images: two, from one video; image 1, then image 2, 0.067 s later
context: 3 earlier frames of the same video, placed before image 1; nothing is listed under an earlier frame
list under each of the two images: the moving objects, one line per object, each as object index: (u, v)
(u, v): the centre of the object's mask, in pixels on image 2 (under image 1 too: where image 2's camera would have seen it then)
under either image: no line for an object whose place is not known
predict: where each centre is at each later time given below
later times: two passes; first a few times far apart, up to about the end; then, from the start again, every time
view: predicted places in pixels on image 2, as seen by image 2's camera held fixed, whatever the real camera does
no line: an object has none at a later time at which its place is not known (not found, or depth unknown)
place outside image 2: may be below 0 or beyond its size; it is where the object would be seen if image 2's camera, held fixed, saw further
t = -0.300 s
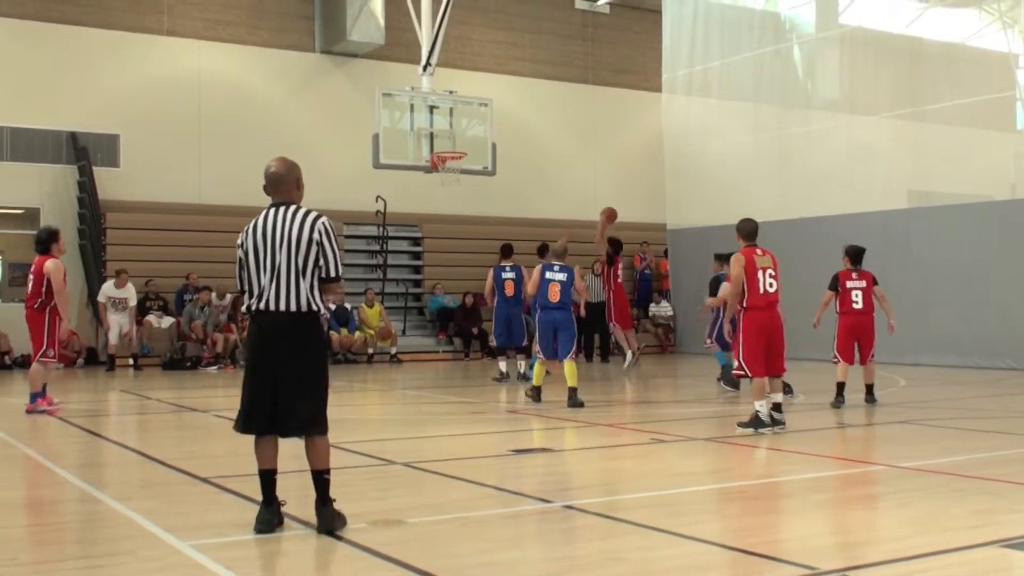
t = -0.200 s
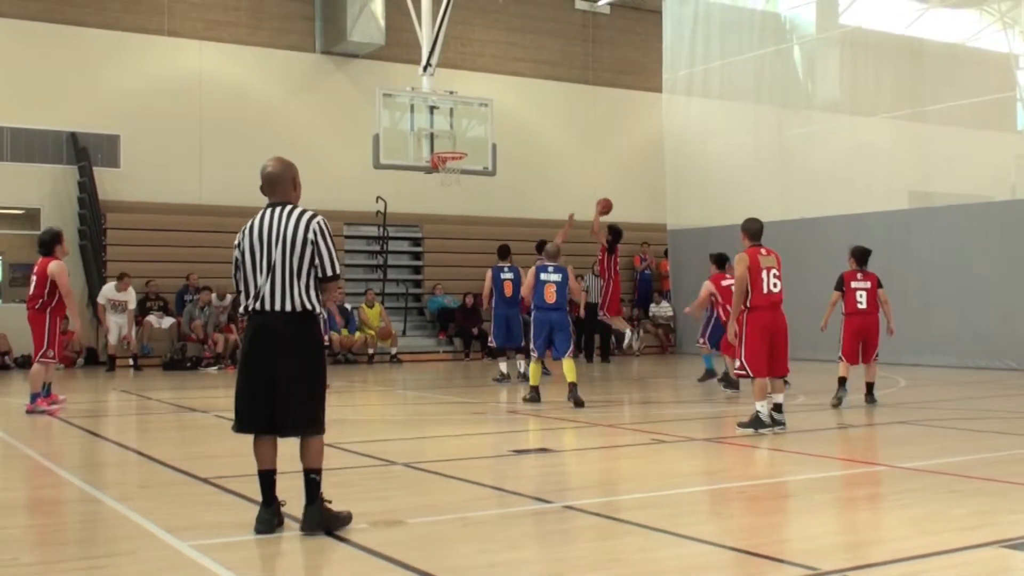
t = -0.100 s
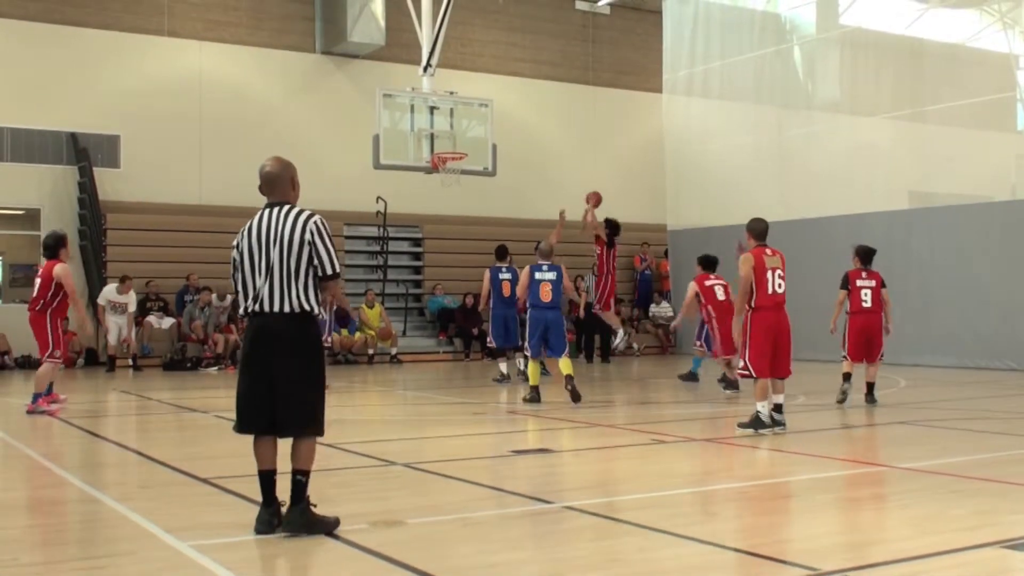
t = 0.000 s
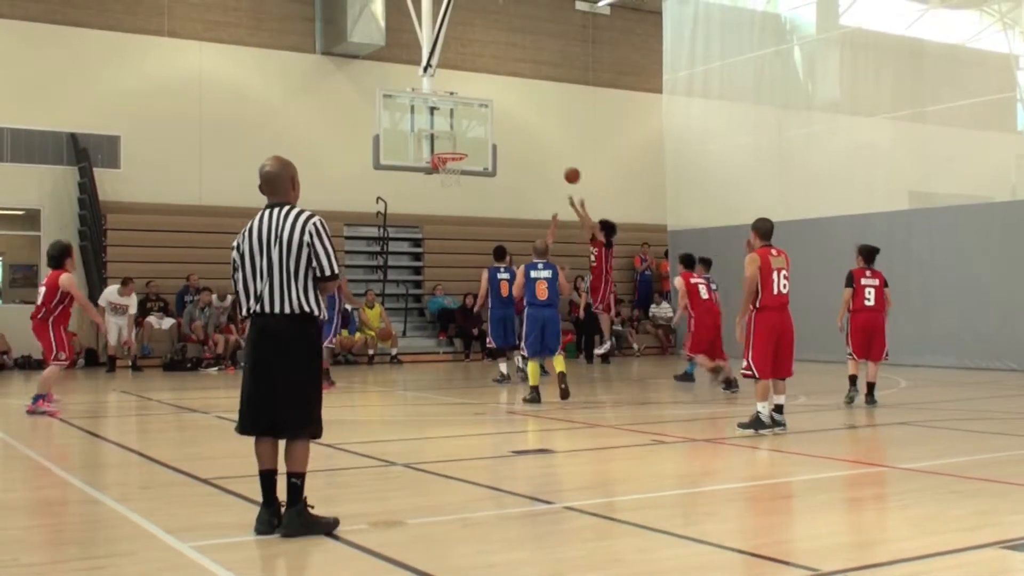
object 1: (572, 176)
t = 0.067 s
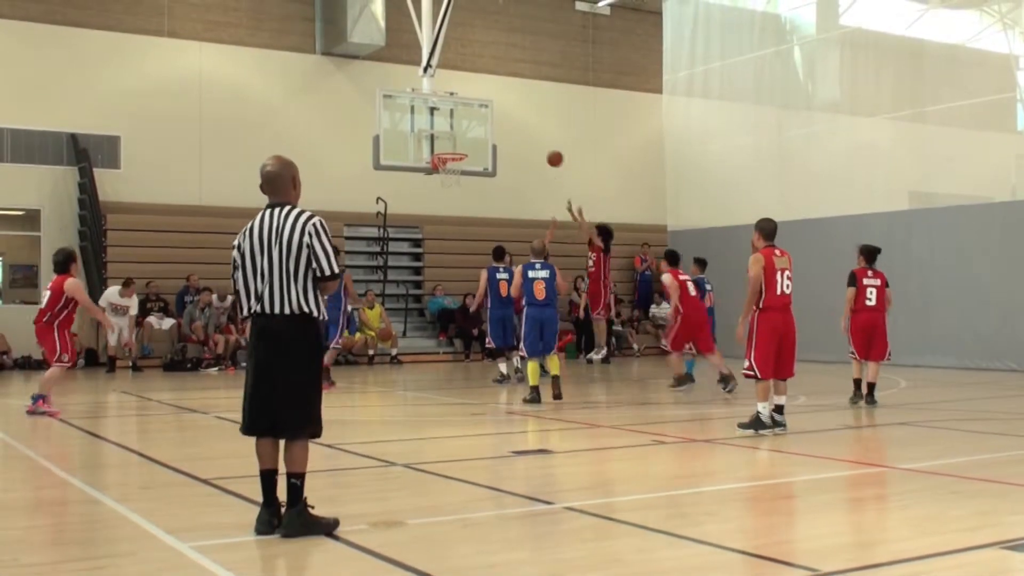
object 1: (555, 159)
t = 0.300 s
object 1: (495, 124)
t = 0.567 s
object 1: (468, 126)
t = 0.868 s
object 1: (459, 147)
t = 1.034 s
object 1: (460, 171)
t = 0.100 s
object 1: (546, 151)
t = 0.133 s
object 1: (537, 145)
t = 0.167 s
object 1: (529, 139)
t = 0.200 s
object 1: (520, 134)
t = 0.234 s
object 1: (512, 130)
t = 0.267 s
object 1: (503, 126)
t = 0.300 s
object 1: (495, 124)
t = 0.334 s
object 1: (486, 121)
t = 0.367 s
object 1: (480, 120)
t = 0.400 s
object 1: (478, 119)
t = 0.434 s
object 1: (476, 119)
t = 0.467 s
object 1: (474, 119)
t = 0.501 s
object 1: (472, 121)
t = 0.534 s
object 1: (469, 123)
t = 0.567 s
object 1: (468, 126)
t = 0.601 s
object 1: (466, 129)
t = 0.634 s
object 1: (463, 134)
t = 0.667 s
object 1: (461, 139)
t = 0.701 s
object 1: (459, 145)
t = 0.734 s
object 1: (459, 145)
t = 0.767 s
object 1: (460, 144)
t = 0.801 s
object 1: (459, 144)
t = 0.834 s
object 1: (459, 145)
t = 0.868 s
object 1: (459, 147)
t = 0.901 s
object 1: (459, 151)
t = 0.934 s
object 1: (459, 154)
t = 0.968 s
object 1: (459, 159)
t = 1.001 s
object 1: (459, 164)
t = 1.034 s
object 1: (460, 171)
